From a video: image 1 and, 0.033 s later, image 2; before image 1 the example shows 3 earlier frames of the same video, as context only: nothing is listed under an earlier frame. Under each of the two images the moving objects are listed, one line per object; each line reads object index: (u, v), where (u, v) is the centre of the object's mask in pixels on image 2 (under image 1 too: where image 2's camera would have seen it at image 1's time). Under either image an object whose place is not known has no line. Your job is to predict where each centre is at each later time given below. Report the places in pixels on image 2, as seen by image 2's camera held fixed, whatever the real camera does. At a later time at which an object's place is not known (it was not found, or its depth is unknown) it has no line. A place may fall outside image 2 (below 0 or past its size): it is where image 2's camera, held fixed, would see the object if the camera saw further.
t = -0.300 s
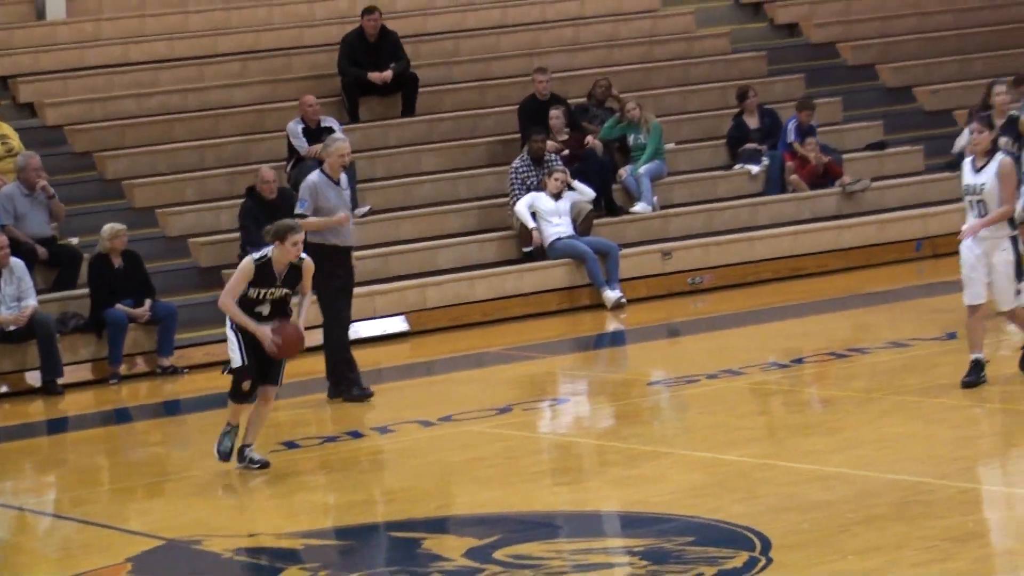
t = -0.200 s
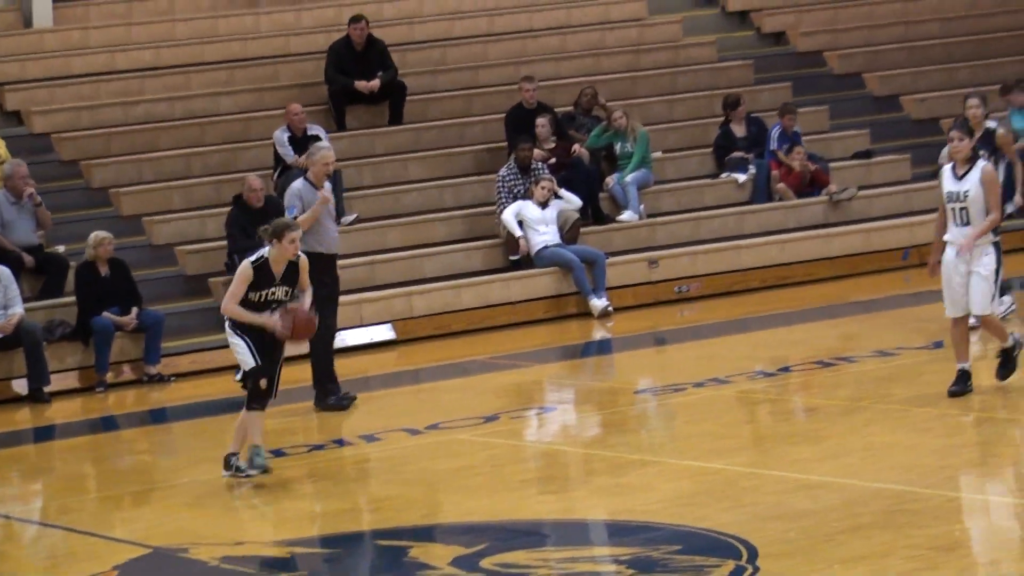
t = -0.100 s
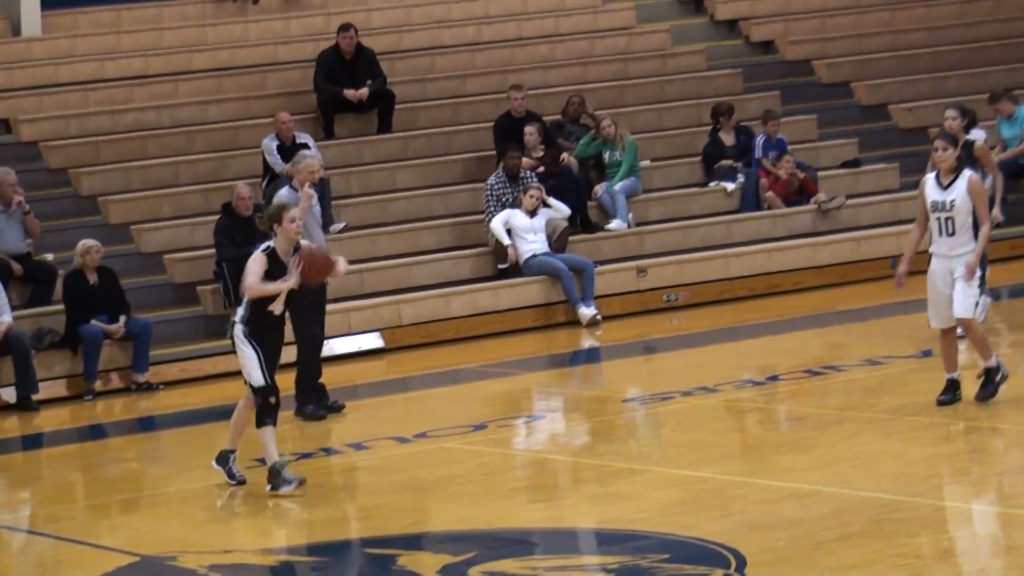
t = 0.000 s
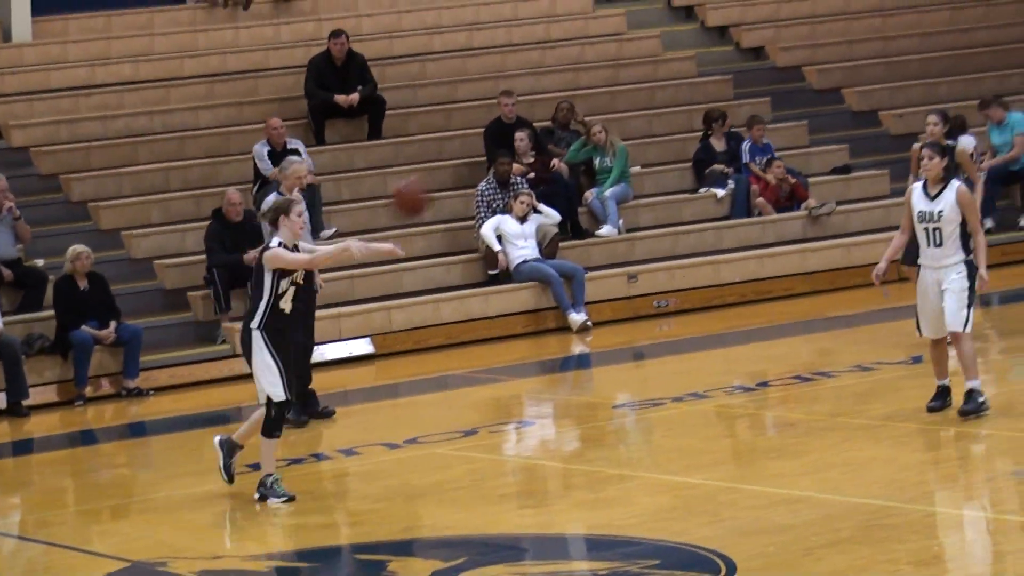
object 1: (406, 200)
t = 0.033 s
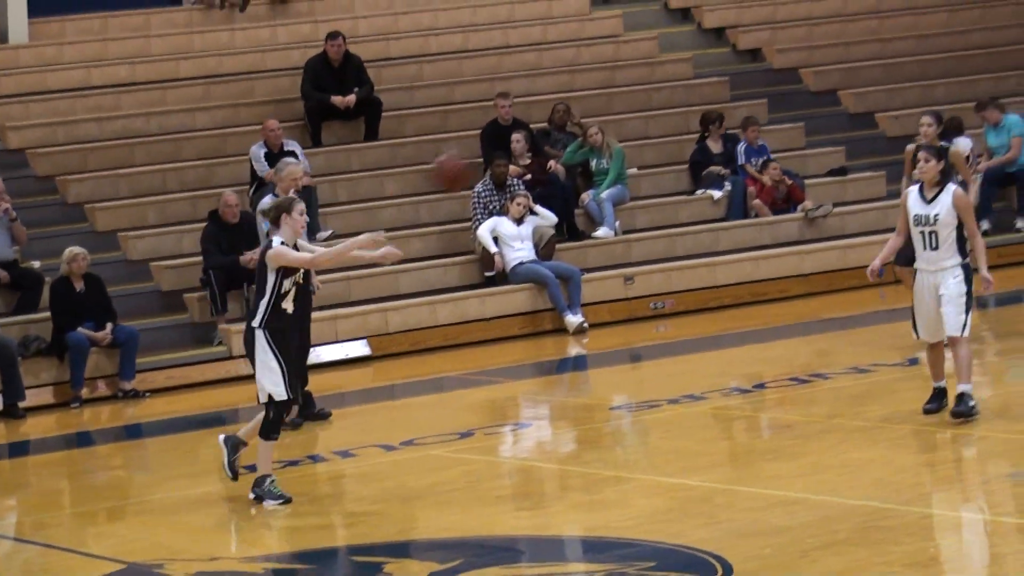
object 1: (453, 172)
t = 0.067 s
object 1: (497, 146)
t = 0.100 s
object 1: (547, 121)
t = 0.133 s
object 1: (594, 99)
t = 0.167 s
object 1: (641, 76)
